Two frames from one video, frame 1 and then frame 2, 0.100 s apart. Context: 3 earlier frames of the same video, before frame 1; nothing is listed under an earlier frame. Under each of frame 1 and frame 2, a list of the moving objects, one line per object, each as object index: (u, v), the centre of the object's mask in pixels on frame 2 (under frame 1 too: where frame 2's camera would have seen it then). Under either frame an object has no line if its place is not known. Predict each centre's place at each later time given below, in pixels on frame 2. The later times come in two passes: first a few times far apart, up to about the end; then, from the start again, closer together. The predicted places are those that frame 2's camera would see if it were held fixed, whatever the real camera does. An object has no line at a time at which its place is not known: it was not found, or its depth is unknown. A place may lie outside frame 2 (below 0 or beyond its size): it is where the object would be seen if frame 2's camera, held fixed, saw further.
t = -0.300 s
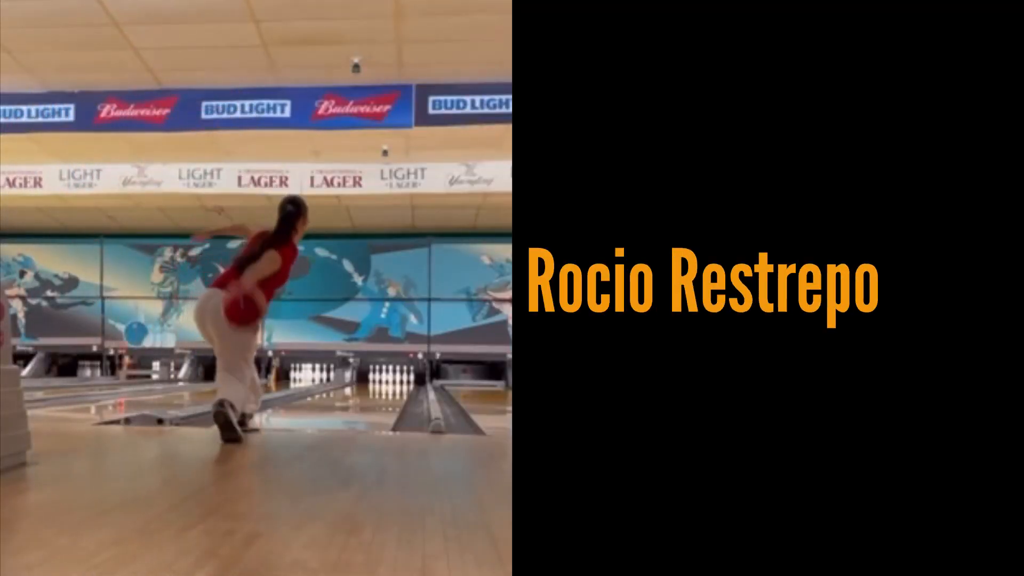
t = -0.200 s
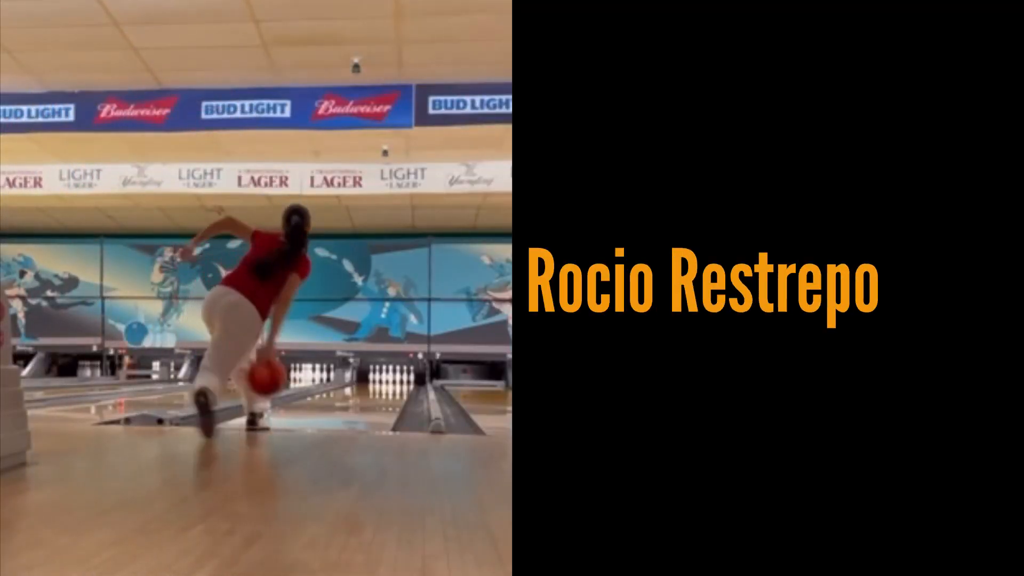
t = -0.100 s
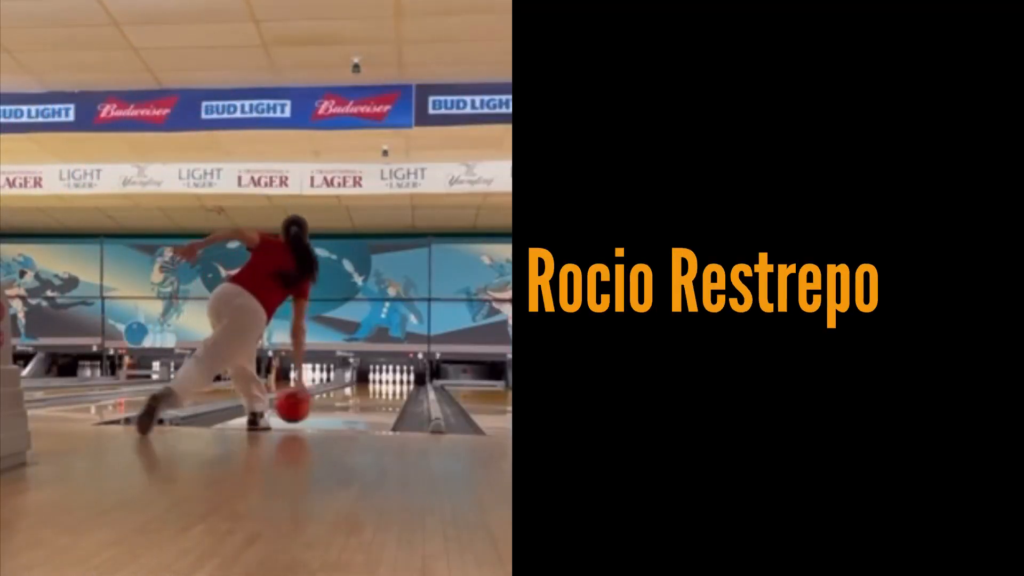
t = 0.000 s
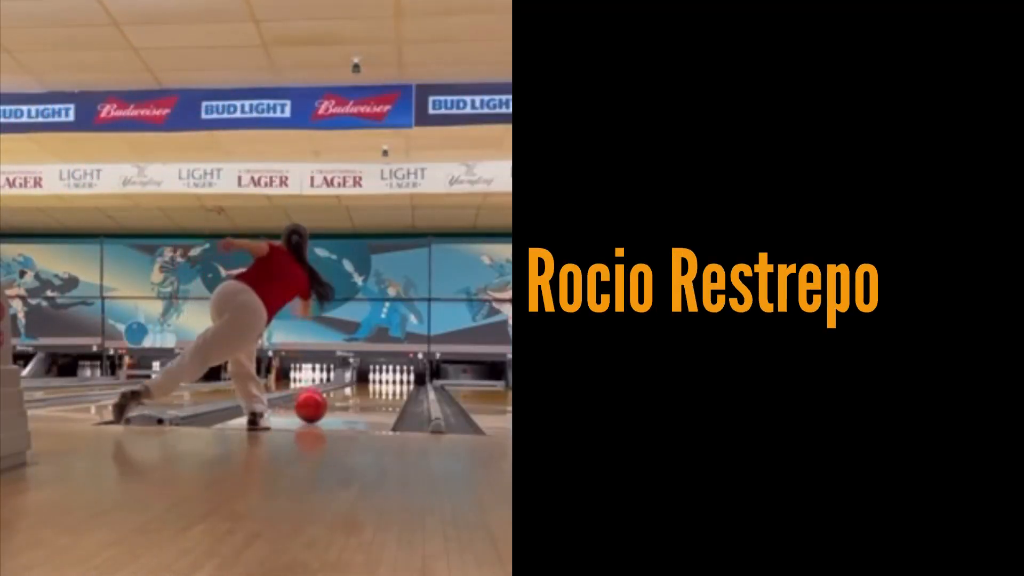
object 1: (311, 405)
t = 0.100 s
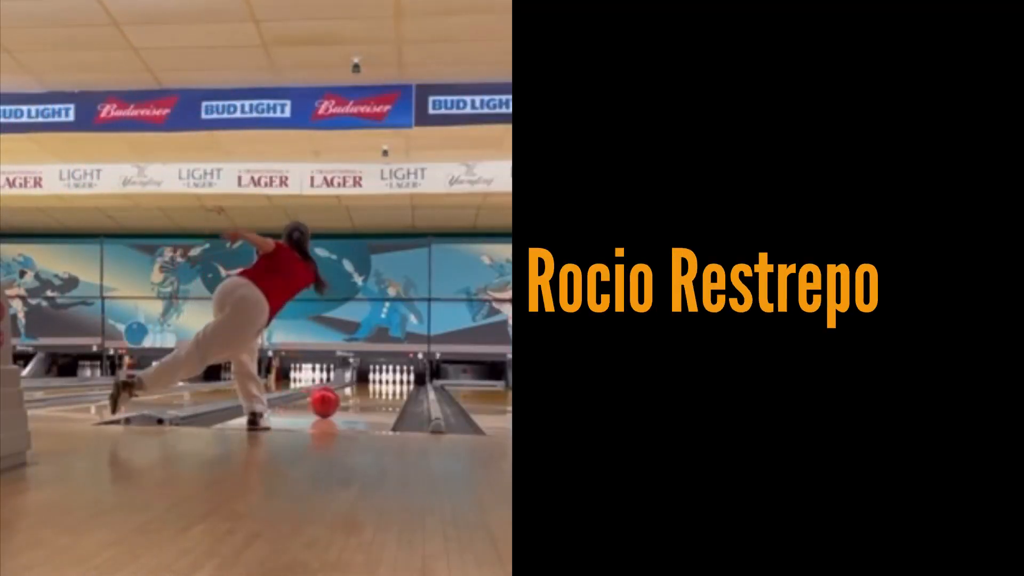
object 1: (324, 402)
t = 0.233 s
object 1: (339, 397)
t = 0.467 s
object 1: (359, 393)
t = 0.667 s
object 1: (371, 390)
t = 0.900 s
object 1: (382, 387)
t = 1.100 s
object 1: (389, 385)
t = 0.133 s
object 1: (328, 400)
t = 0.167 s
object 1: (333, 400)
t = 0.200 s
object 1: (336, 398)
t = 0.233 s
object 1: (339, 397)
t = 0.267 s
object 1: (342, 397)
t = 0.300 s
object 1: (346, 395)
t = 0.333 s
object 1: (348, 395)
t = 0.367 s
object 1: (352, 395)
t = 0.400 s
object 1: (354, 394)
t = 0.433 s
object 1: (357, 394)
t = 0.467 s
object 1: (359, 393)
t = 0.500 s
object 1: (362, 392)
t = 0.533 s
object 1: (363, 391)
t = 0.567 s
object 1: (366, 391)
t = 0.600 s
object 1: (367, 391)
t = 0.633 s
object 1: (369, 390)
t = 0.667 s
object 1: (371, 390)
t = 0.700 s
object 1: (373, 389)
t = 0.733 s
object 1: (375, 389)
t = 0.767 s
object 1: (376, 389)
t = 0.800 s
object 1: (378, 388)
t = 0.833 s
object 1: (379, 388)
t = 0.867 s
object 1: (381, 387)
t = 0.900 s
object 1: (382, 387)
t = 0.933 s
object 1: (383, 387)
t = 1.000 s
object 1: (386, 387)
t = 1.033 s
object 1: (387, 387)
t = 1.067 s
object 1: (387, 386)
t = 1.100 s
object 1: (389, 385)
